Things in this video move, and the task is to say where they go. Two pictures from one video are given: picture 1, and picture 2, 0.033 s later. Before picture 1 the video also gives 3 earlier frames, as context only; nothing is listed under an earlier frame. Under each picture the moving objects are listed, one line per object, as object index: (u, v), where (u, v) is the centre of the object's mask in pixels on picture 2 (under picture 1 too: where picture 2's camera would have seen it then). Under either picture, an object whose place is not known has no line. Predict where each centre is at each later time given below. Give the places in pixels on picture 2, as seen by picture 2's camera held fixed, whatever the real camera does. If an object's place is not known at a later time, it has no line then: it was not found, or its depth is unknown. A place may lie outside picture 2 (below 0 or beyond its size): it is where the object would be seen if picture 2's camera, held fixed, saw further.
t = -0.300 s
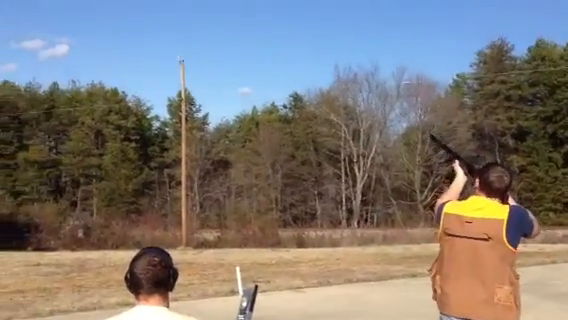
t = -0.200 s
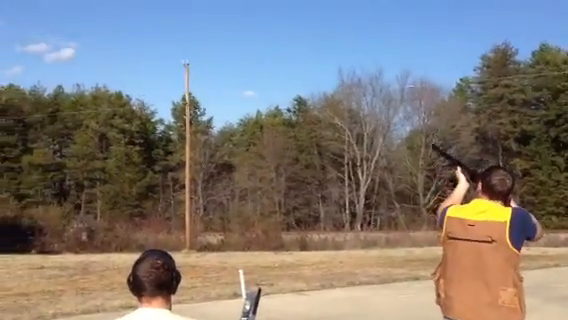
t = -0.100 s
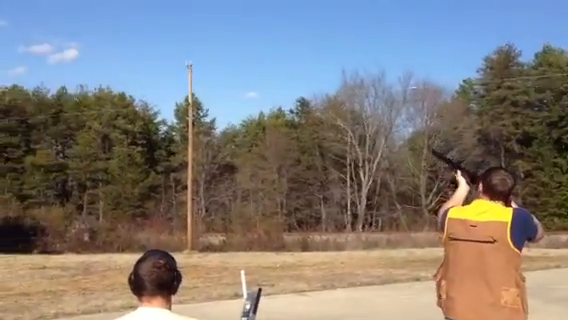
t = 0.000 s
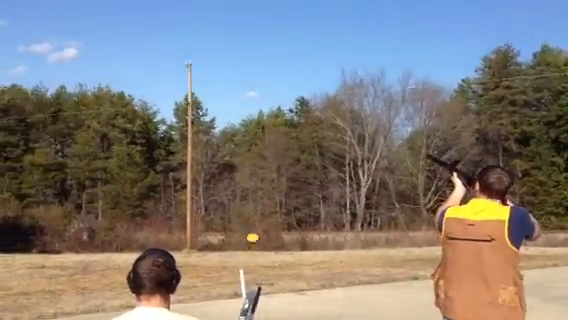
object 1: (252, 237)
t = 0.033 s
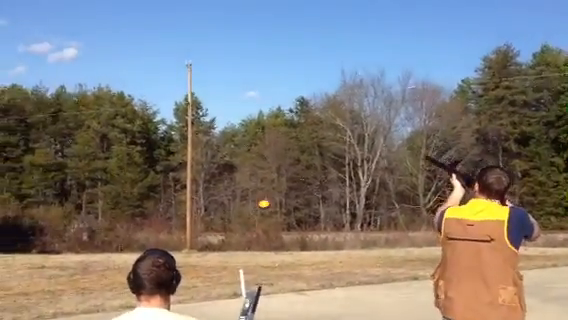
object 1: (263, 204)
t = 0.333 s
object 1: (314, 61)
